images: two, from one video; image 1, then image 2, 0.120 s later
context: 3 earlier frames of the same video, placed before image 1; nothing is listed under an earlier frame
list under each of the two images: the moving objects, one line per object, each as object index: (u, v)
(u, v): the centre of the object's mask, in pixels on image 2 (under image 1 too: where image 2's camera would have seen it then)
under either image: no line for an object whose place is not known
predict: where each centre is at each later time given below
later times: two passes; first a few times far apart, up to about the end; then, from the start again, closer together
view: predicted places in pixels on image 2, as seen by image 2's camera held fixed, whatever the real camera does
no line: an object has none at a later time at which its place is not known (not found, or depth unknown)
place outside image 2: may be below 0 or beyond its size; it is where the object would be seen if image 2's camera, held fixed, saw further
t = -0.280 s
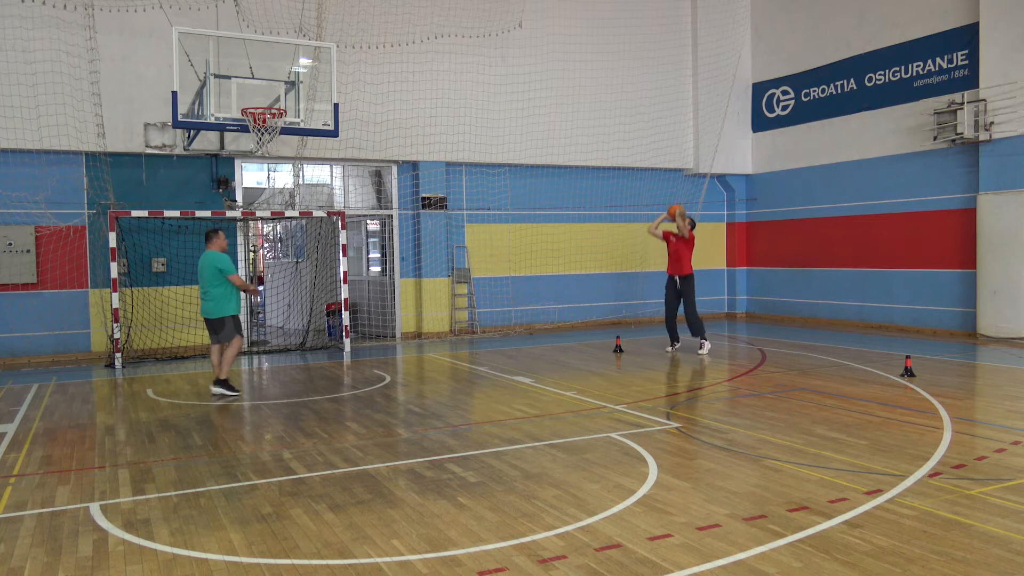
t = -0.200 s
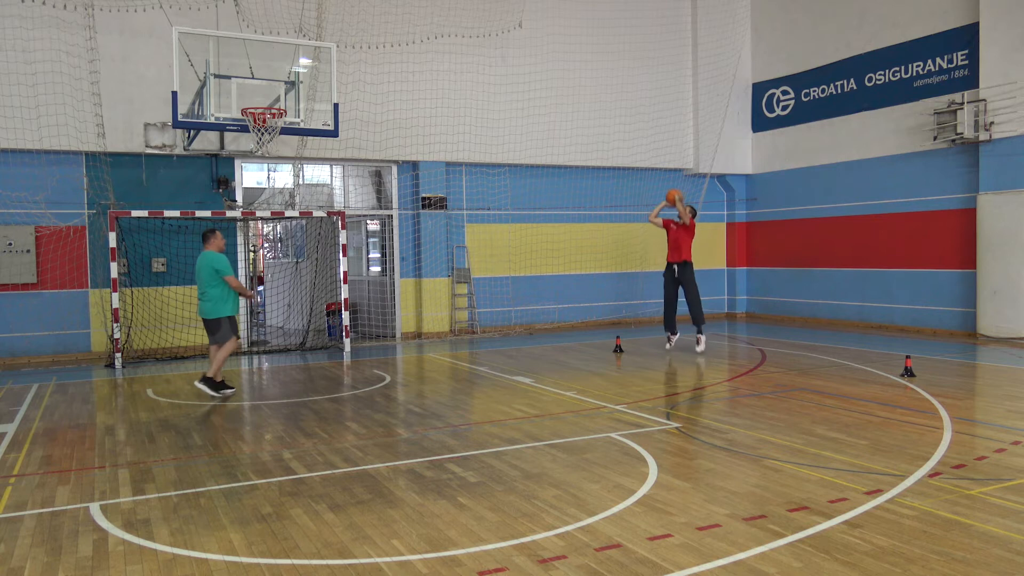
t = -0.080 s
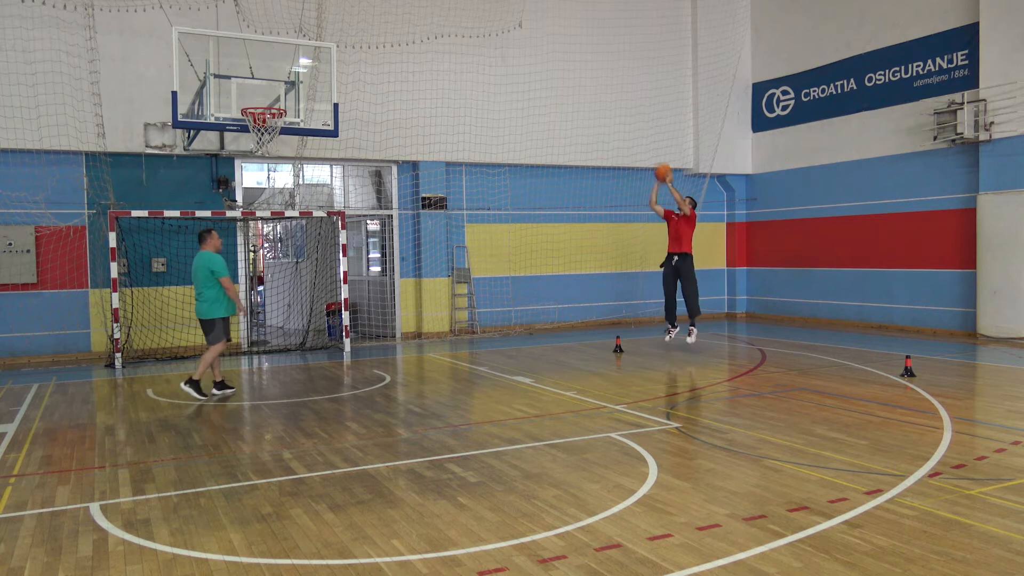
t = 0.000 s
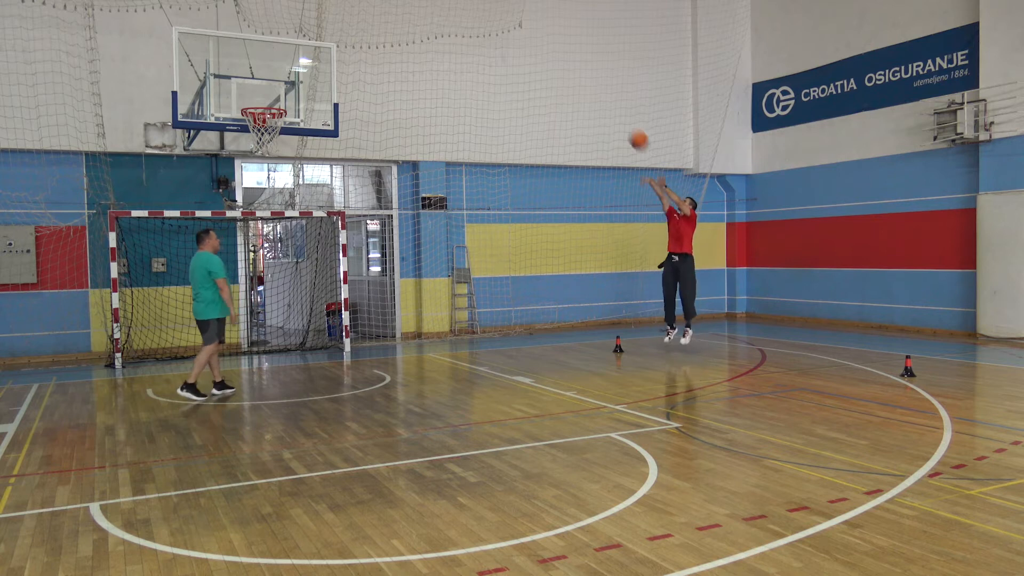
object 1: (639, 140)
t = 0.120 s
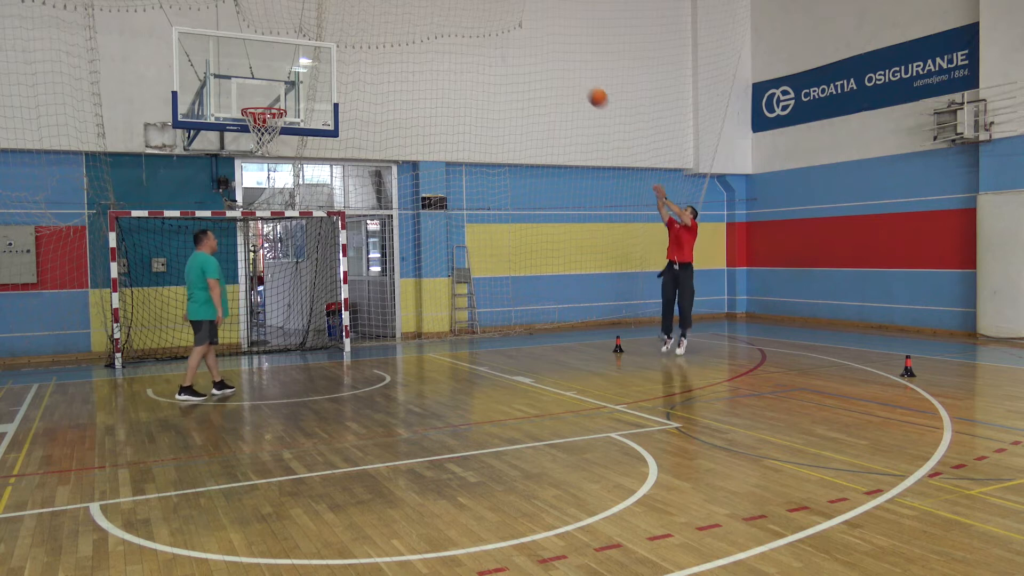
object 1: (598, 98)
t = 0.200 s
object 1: (570, 74)
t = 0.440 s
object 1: (482, 30)
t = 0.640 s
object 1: (404, 26)
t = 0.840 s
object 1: (321, 55)
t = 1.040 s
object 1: (265, 112)
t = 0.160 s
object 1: (584, 86)
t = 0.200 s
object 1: (570, 74)
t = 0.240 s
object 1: (556, 64)
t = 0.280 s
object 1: (541, 55)
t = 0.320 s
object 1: (527, 47)
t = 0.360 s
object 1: (512, 40)
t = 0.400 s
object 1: (497, 35)
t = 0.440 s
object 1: (482, 30)
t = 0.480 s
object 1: (467, 27)
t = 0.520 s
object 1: (451, 24)
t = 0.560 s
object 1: (435, 23)
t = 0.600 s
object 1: (419, 24)
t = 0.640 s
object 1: (404, 26)
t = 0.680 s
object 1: (388, 29)
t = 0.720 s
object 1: (371, 33)
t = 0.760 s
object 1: (355, 39)
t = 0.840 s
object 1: (321, 55)
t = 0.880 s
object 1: (305, 66)
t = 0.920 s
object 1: (287, 78)
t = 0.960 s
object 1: (270, 91)
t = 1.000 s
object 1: (253, 103)
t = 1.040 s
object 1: (265, 112)
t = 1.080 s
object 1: (266, 115)
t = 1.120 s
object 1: (262, 114)
